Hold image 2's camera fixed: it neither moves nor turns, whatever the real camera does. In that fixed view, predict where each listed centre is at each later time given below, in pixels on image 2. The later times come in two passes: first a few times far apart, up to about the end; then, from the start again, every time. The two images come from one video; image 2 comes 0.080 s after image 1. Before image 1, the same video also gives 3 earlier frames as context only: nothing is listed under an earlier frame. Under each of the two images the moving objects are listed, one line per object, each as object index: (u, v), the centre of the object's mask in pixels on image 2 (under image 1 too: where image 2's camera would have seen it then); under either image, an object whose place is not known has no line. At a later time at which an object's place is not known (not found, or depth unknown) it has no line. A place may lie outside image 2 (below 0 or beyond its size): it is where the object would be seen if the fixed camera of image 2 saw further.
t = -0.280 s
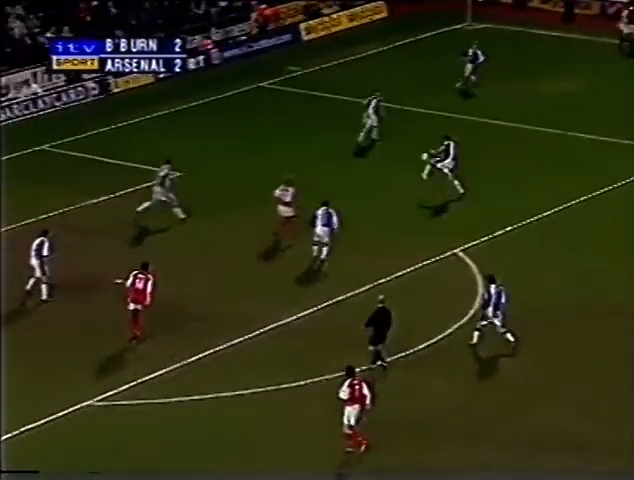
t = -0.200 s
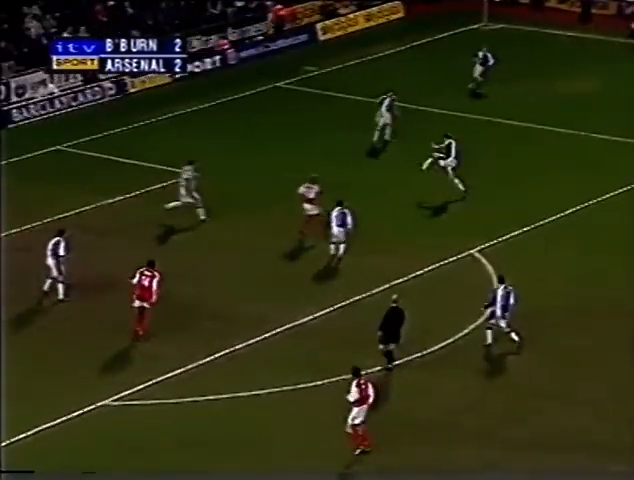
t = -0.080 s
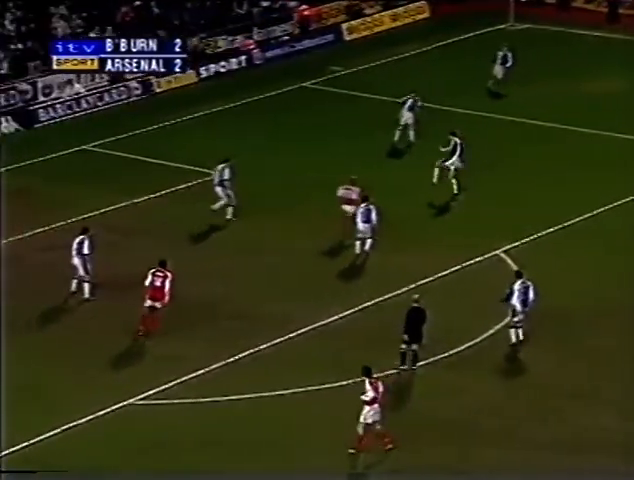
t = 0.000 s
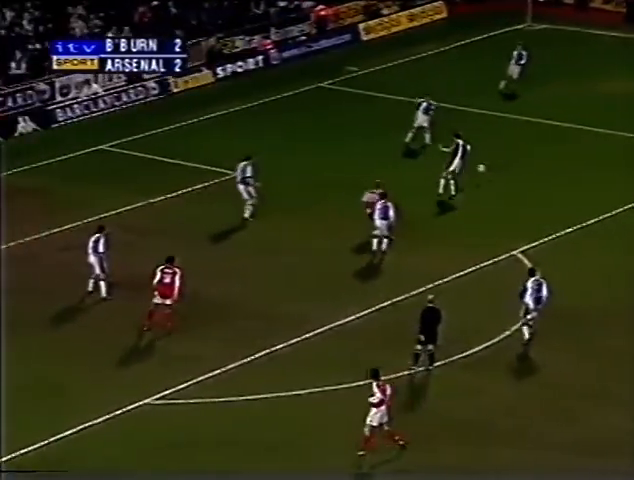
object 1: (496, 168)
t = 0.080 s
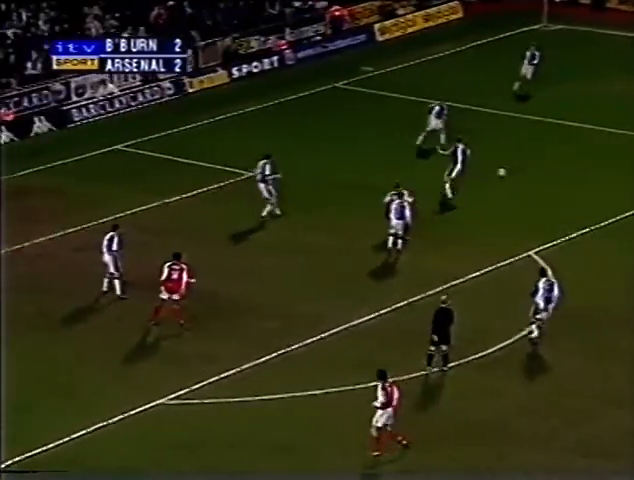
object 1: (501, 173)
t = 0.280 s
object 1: (514, 151)
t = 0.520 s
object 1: (528, 143)
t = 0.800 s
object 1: (538, 133)
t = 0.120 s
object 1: (504, 170)
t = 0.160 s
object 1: (507, 164)
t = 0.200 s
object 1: (510, 158)
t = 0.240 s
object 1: (512, 154)
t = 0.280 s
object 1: (514, 151)
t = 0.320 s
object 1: (516, 149)
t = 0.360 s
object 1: (519, 147)
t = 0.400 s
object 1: (521, 145)
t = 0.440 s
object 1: (523, 143)
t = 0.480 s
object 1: (525, 143)
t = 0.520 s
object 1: (528, 143)
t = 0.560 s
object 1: (529, 143)
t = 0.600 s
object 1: (531, 145)
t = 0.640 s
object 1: (533, 144)
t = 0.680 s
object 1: (534, 140)
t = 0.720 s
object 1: (535, 138)
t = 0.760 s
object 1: (537, 135)
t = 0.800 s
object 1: (538, 133)
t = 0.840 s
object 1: (539, 131)
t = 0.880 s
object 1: (540, 130)
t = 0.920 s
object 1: (541, 129)
